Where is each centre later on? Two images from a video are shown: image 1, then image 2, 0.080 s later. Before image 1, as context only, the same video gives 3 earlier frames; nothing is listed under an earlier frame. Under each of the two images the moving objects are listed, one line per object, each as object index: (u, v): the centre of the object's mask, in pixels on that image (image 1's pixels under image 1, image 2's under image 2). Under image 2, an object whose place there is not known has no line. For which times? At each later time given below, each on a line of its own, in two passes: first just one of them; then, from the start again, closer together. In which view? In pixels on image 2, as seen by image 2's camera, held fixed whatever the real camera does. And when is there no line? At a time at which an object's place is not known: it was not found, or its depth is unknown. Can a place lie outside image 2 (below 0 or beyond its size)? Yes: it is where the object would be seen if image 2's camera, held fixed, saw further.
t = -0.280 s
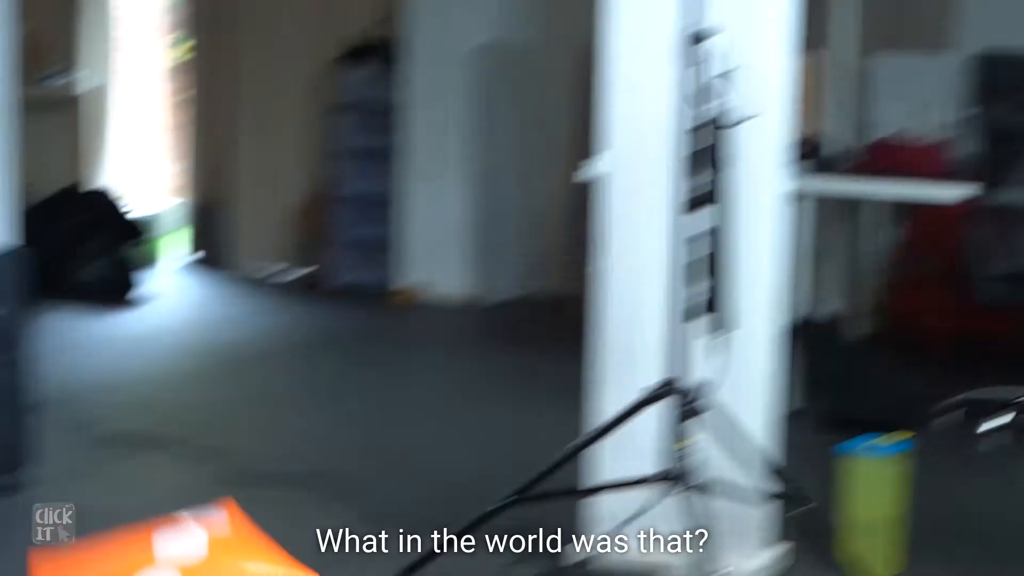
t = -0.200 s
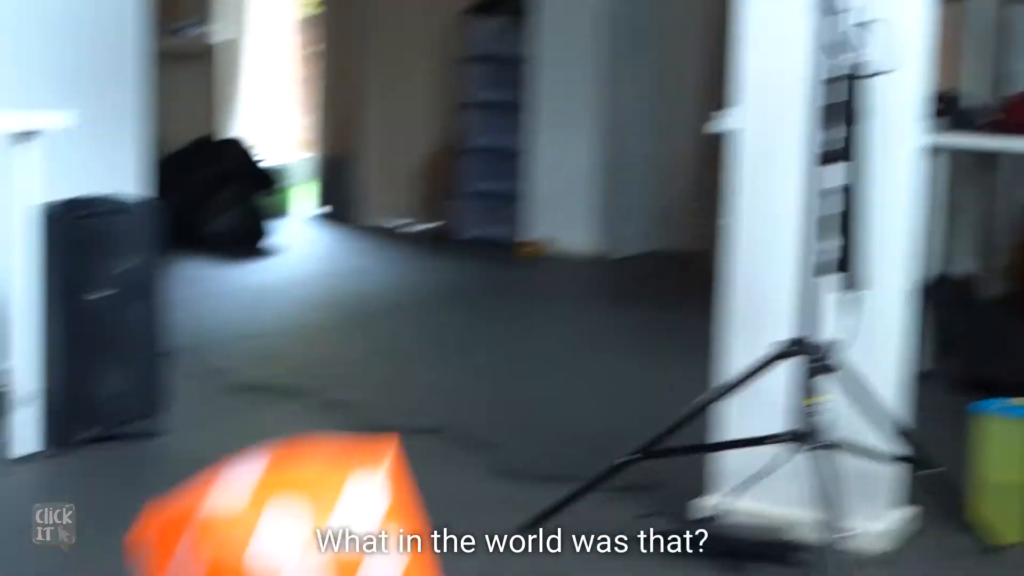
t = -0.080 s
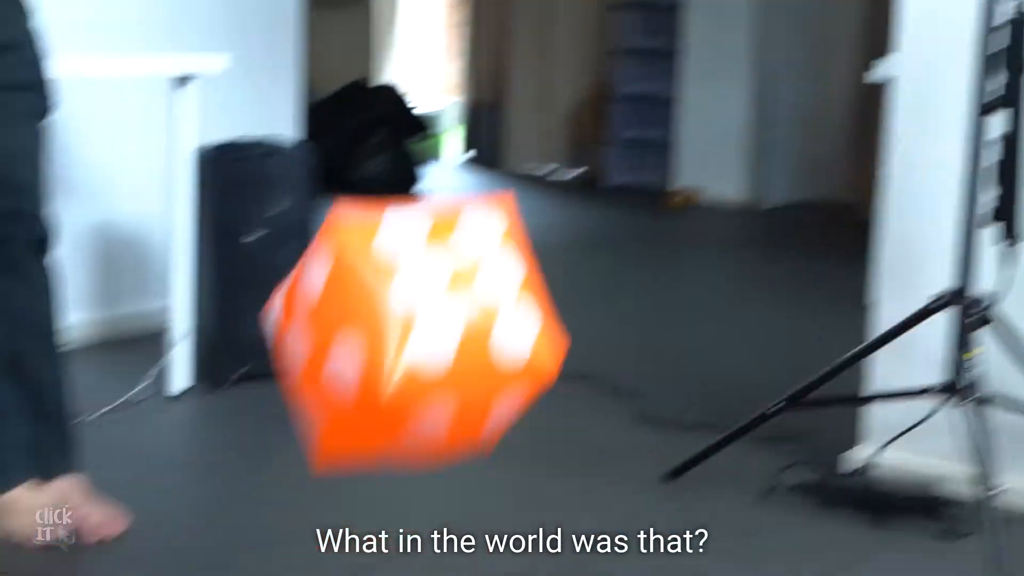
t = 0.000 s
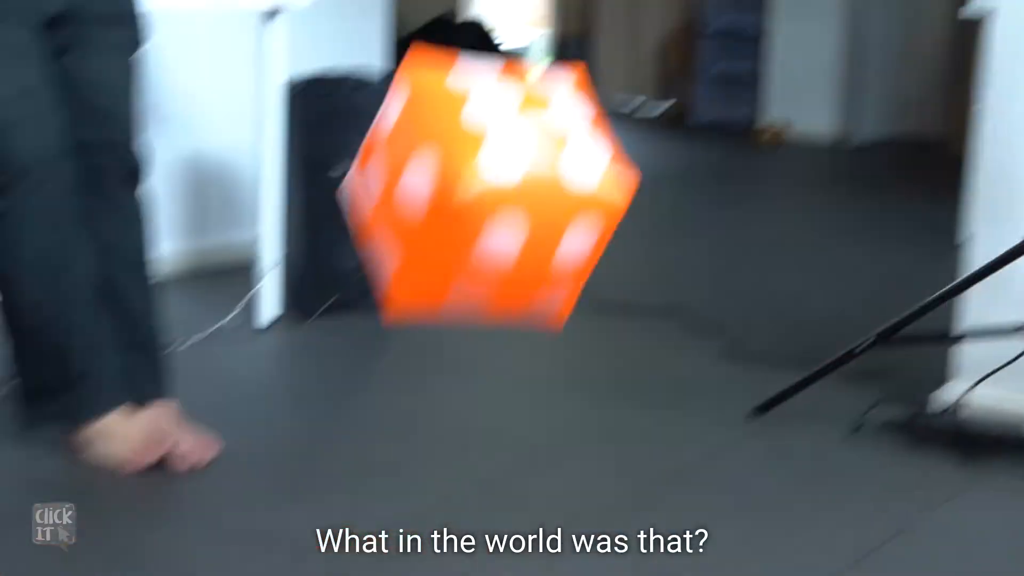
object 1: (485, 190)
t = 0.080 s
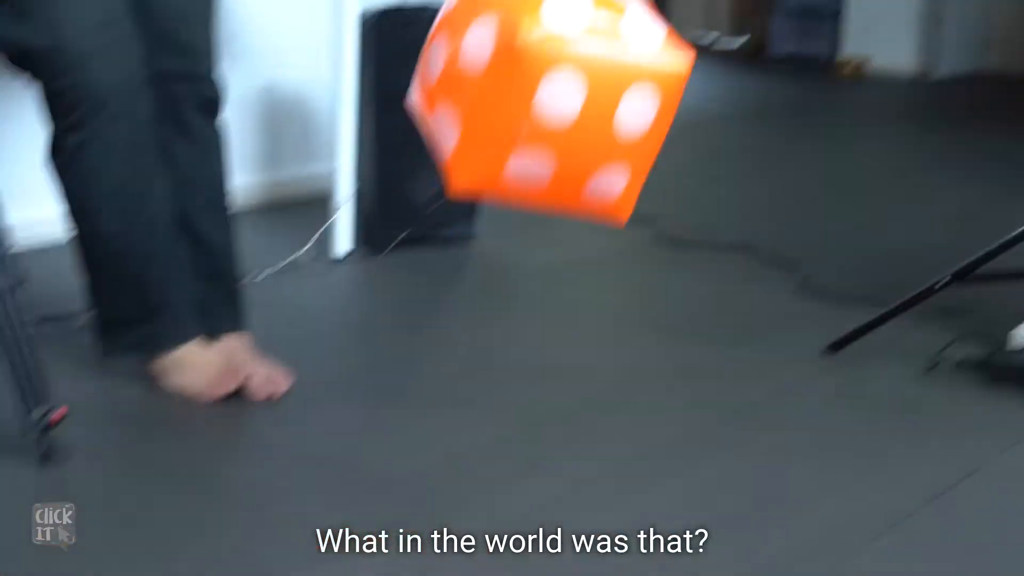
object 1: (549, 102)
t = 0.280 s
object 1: (510, 138)
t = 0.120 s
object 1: (544, 104)
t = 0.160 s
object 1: (539, 109)
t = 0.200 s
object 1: (531, 114)
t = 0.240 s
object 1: (523, 123)
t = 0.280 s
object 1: (510, 138)
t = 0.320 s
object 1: (504, 164)
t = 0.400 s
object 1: (491, 253)
